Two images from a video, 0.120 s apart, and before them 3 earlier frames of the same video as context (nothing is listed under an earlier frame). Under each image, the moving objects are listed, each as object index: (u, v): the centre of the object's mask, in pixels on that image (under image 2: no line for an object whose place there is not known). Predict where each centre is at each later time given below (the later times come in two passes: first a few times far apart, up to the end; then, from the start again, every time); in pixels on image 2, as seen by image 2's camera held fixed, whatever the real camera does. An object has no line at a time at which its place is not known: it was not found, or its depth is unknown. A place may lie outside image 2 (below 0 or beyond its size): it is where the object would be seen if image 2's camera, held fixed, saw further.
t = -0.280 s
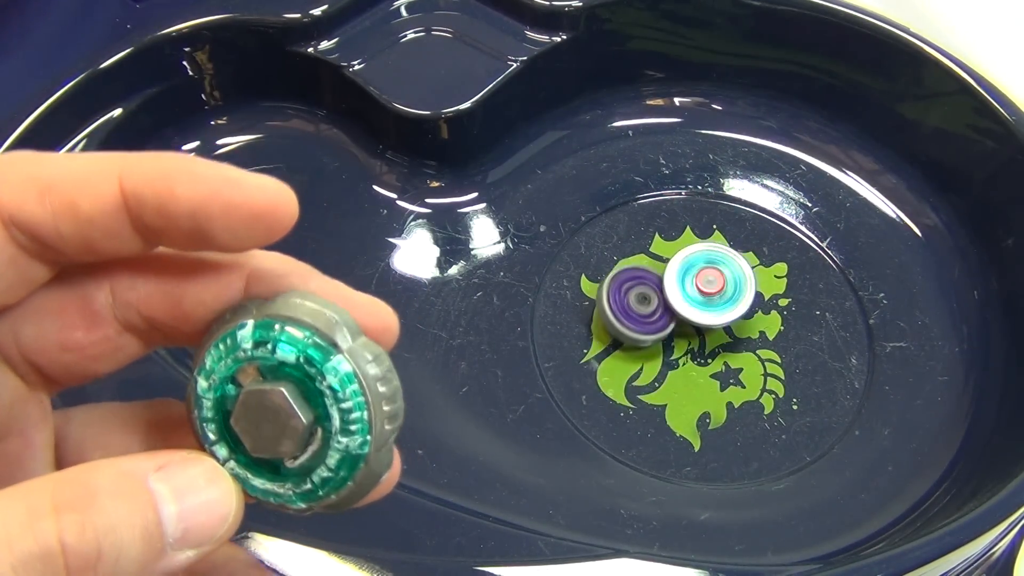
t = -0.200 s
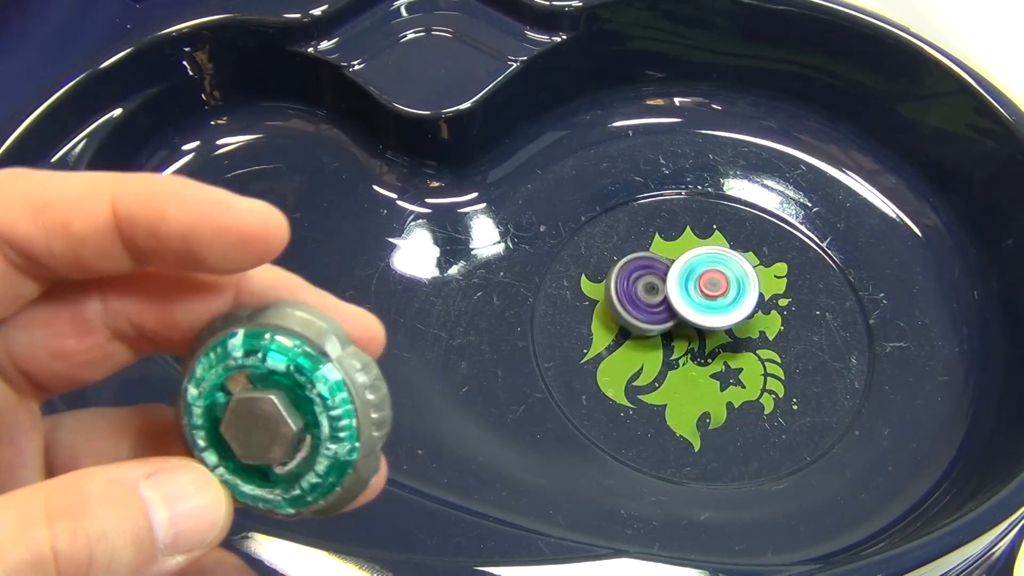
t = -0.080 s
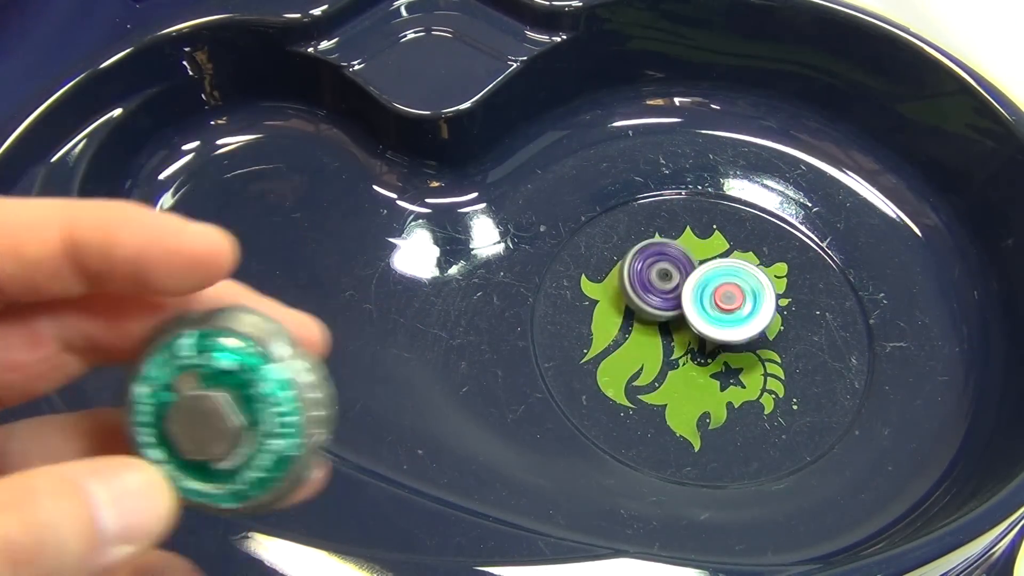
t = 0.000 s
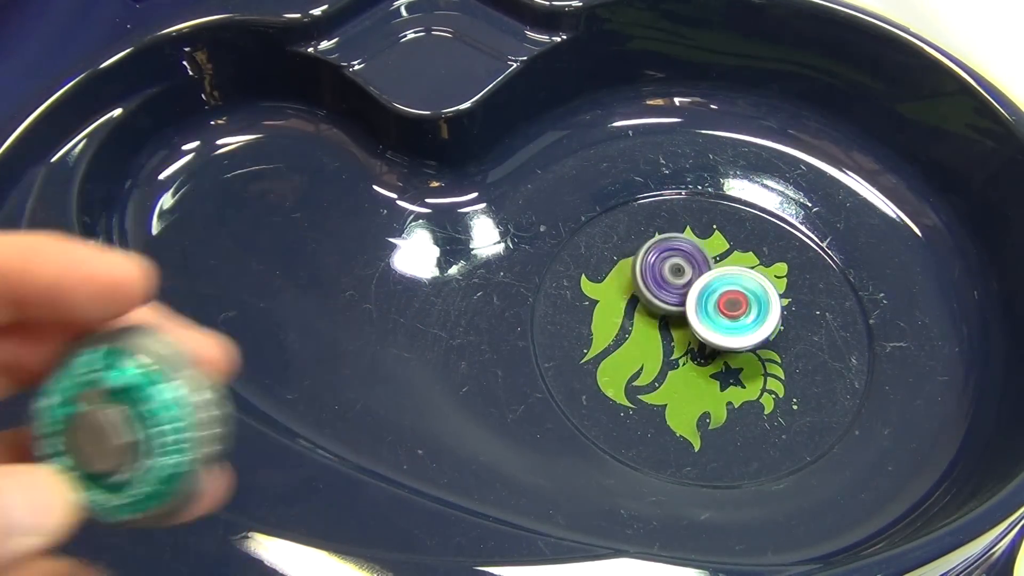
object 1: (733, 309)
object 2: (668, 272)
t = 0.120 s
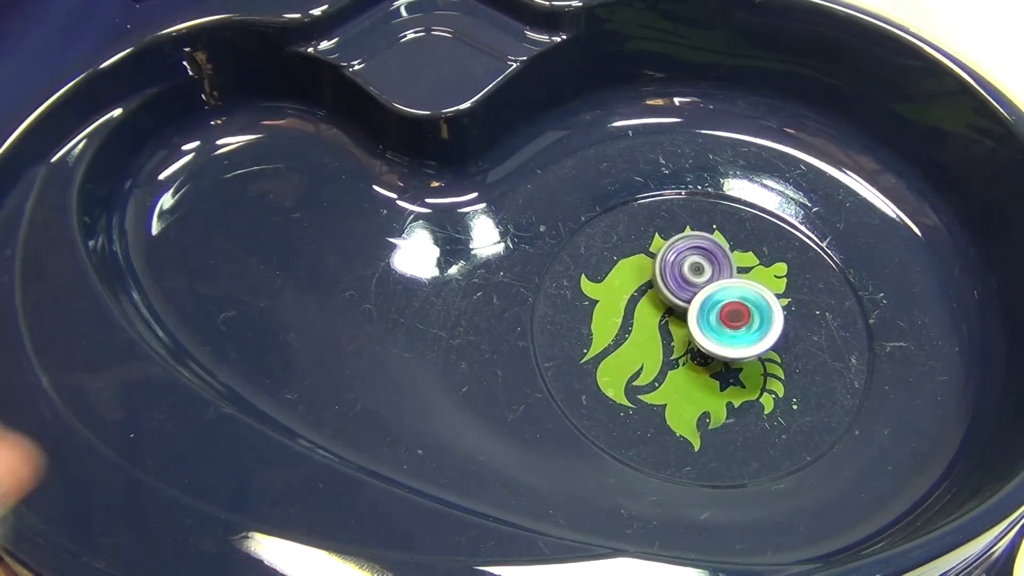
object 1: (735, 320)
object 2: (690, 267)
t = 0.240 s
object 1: (731, 331)
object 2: (714, 270)
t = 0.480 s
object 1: (708, 344)
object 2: (755, 300)
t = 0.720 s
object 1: (680, 333)
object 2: (760, 344)
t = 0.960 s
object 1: (666, 308)
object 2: (732, 373)
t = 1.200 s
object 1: (676, 285)
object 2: (688, 374)
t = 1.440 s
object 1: (701, 280)
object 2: (649, 346)
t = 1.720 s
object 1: (727, 299)
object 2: (638, 297)
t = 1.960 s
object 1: (728, 325)
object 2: (660, 269)
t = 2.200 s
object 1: (708, 341)
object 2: (702, 266)
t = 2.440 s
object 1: (680, 335)
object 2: (741, 292)
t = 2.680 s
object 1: (666, 311)
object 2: (751, 335)
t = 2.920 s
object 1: (675, 288)
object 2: (727, 370)
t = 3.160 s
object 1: (700, 283)
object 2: (684, 376)
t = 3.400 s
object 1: (724, 297)
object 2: (645, 350)
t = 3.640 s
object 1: (730, 322)
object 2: (632, 309)
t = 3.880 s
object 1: (711, 339)
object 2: (652, 276)
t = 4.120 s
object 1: (684, 336)
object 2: (697, 266)
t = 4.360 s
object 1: (668, 313)
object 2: (742, 291)
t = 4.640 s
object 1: (677, 287)
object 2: (758, 342)
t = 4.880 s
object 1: (703, 284)
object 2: (731, 375)
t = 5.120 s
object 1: (724, 301)
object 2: (685, 377)
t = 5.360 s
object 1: (725, 326)
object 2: (644, 346)
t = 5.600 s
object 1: (704, 340)
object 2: (634, 300)
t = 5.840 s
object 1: (678, 332)
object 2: (663, 264)
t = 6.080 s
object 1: (667, 307)
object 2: (715, 264)
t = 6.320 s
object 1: (680, 287)
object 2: (753, 301)
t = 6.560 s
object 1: (705, 287)
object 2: (757, 345)
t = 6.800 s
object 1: (725, 305)
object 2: (723, 378)
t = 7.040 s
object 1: (723, 330)
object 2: (670, 376)
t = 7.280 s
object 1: (711, 337)
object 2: (626, 337)
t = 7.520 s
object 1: (690, 326)
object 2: (620, 288)
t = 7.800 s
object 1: (685, 306)
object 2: (665, 245)
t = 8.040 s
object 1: (698, 301)
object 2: (729, 252)
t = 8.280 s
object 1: (706, 313)
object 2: (776, 302)
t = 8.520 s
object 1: (706, 327)
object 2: (775, 359)
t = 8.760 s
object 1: (687, 325)
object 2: (735, 394)
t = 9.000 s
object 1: (672, 315)
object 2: (675, 384)
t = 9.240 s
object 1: (676, 292)
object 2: (631, 343)
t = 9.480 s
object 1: (714, 283)
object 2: (619, 288)
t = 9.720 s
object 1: (747, 296)
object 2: (654, 265)
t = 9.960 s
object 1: (752, 328)
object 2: (707, 272)
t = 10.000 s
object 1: (749, 334)
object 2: (717, 277)
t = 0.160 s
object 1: (735, 324)
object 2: (699, 268)
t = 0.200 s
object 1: (734, 327)
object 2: (707, 268)
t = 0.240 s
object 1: (731, 331)
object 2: (714, 270)
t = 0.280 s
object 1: (728, 335)
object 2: (723, 273)
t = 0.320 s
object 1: (725, 337)
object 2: (731, 276)
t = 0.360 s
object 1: (721, 340)
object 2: (737, 280)
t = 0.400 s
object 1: (717, 342)
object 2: (744, 286)
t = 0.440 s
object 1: (712, 343)
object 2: (751, 293)
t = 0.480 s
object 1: (708, 344)
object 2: (755, 300)
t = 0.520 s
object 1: (703, 343)
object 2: (759, 307)
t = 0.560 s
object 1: (698, 342)
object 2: (762, 315)
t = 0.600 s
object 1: (694, 341)
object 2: (764, 323)
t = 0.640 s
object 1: (689, 339)
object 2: (764, 331)
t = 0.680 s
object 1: (684, 338)
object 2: (762, 338)
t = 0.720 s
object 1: (680, 333)
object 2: (760, 344)
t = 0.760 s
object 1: (676, 330)
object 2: (757, 351)
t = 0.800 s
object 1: (673, 326)
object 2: (754, 357)
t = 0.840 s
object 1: (670, 322)
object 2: (749, 362)
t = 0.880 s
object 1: (668, 317)
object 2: (743, 366)
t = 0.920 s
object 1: (667, 312)
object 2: (738, 370)
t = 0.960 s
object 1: (666, 308)
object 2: (732, 373)
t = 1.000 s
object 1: (666, 303)
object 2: (725, 376)
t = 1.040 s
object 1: (667, 299)
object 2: (719, 377)
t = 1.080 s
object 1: (668, 294)
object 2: (711, 378)
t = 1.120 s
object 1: (670, 291)
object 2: (703, 377)
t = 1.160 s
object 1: (673, 288)
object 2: (696, 376)
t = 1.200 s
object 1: (676, 285)
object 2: (688, 374)
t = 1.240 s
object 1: (679, 283)
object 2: (681, 371)
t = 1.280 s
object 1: (683, 281)
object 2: (673, 368)
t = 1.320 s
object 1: (687, 280)
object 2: (667, 363)
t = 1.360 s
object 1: (692, 280)
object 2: (660, 358)
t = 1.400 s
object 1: (696, 280)
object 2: (654, 352)
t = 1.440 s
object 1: (701, 280)
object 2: (649, 346)
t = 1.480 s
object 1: (706, 282)
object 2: (645, 340)
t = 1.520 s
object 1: (710, 283)
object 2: (642, 333)
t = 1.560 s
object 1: (714, 285)
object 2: (639, 325)
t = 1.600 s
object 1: (718, 288)
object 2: (637, 318)
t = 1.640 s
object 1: (721, 292)
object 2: (636, 311)
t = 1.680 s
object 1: (724, 295)
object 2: (636, 304)
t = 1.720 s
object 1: (727, 299)
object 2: (638, 297)
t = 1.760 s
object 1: (729, 304)
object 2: (640, 290)
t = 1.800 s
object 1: (730, 308)
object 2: (642, 285)
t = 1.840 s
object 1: (731, 313)
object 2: (646, 280)
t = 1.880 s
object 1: (731, 317)
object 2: (650, 275)
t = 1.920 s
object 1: (730, 321)
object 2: (655, 272)
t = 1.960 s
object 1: (728, 325)
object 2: (660, 269)
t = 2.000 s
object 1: (726, 329)
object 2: (666, 267)
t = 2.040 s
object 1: (724, 332)
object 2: (673, 265)
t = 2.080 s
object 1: (720, 335)
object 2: (680, 264)
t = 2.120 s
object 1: (716, 338)
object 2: (687, 264)
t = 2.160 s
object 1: (712, 340)
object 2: (695, 265)
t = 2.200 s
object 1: (708, 341)
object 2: (702, 266)
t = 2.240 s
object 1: (703, 342)
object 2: (710, 268)
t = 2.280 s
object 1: (699, 341)
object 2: (717, 271)
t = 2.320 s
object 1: (694, 341)
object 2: (724, 275)
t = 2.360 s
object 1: (689, 339)
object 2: (730, 280)
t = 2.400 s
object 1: (685, 337)
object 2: (736, 285)
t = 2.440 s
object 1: (680, 335)
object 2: (741, 292)
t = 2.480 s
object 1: (676, 331)
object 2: (746, 299)
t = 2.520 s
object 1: (673, 328)
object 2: (749, 307)
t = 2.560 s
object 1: (671, 323)
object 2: (751, 314)
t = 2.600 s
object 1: (668, 320)
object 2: (752, 322)
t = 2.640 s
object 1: (667, 315)
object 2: (752, 328)
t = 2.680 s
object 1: (666, 311)
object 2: (751, 335)
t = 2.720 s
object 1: (666, 307)
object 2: (749, 342)
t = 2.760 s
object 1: (666, 302)
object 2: (746, 349)
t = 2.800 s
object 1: (668, 298)
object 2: (742, 356)
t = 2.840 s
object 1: (669, 295)
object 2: (738, 362)
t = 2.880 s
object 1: (672, 291)
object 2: (733, 366)
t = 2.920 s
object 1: (675, 288)
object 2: (727, 370)
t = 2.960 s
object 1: (678, 286)
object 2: (721, 373)
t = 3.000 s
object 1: (682, 284)
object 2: (714, 376)
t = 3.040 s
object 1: (686, 283)
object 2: (706, 377)
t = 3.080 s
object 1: (691, 282)
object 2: (699, 378)
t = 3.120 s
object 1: (695, 282)
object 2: (691, 377)
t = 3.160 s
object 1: (700, 283)
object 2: (684, 376)
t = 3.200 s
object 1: (705, 284)
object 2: (676, 374)
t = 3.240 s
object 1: (710, 286)
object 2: (669, 371)
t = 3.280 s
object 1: (714, 288)
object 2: (663, 367)
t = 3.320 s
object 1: (718, 291)
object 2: (656, 362)
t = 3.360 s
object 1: (721, 294)
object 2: (650, 356)
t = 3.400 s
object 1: (724, 297)
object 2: (645, 350)
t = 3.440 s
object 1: (727, 301)
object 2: (641, 344)
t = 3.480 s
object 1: (728, 305)
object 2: (637, 337)
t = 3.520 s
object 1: (730, 309)
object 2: (634, 330)
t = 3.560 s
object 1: (731, 314)
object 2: (632, 323)
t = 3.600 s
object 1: (731, 318)
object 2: (631, 316)
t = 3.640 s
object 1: (730, 322)
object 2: (632, 309)
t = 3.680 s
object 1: (728, 326)
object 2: (633, 301)
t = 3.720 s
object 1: (726, 330)
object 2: (635, 294)
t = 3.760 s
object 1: (723, 333)
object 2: (638, 289)
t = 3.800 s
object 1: (720, 335)
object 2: (642, 284)
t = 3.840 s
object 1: (716, 338)
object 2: (647, 280)
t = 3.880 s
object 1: (711, 339)
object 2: (652, 276)
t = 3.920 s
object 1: (707, 340)
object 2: (658, 273)
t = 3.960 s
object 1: (703, 341)
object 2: (664, 270)
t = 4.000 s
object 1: (698, 341)
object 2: (672, 268)
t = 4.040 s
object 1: (693, 340)
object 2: (680, 266)
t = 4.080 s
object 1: (688, 338)
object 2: (688, 266)
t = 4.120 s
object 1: (684, 336)
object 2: (697, 266)
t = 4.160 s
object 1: (680, 333)
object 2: (706, 268)
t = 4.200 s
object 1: (676, 330)
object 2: (715, 271)
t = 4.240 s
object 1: (673, 326)
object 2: (723, 275)
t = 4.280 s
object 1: (671, 322)
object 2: (730, 280)
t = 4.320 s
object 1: (669, 317)
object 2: (736, 285)
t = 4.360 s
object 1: (668, 313)
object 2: (742, 291)
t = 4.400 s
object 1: (667, 308)
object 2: (747, 300)
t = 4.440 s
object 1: (667, 304)
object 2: (752, 306)
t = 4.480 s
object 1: (668, 300)
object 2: (755, 314)
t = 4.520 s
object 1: (670, 296)
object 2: (757, 321)
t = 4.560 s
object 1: (672, 292)
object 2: (758, 328)
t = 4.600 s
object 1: (675, 289)
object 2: (759, 335)
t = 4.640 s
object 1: (677, 287)
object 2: (758, 342)
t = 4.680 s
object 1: (681, 285)
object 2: (756, 349)
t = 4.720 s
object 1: (685, 284)
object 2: (752, 357)
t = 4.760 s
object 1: (689, 283)
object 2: (748, 362)
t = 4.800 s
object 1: (694, 283)
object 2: (744, 367)
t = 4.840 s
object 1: (698, 283)
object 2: (738, 371)
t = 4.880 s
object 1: (703, 284)
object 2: (731, 375)
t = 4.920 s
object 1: (707, 286)
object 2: (725, 377)
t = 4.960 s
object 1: (711, 288)
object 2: (718, 379)
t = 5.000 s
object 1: (715, 290)
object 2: (709, 380)
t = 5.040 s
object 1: (718, 293)
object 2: (701, 380)
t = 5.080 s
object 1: (721, 297)
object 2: (693, 379)
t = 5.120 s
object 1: (724, 301)
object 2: (685, 377)
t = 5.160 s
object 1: (725, 305)
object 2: (677, 374)
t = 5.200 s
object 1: (727, 309)
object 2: (669, 370)
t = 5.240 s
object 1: (728, 313)
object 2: (662, 365)
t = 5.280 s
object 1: (728, 318)
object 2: (655, 359)
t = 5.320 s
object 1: (727, 322)
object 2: (649, 352)
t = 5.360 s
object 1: (725, 326)
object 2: (644, 346)
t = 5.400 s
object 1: (723, 330)
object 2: (640, 339)
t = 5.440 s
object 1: (720, 333)
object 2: (636, 332)
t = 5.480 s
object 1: (717, 336)
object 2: (634, 324)
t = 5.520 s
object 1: (713, 338)
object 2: (633, 316)
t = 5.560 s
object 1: (709, 339)
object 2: (633, 308)
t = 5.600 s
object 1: (704, 340)
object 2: (634, 300)
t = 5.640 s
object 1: (700, 340)
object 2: (636, 293)
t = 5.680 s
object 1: (695, 340)
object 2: (640, 286)
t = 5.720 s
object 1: (690, 339)
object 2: (644, 279)
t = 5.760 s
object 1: (686, 337)
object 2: (650, 273)
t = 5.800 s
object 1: (681, 335)
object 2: (656, 268)
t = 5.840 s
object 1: (678, 332)
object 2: (663, 264)
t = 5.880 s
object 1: (675, 329)
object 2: (671, 261)
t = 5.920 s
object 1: (672, 325)
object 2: (679, 259)
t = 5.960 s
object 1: (670, 321)
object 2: (689, 259)
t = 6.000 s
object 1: (668, 316)
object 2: (698, 259)
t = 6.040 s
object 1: (667, 312)
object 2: (707, 260)
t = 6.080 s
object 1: (667, 307)
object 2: (715, 264)
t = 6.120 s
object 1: (668, 303)
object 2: (724, 268)
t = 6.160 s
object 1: (669, 299)
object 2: (732, 273)
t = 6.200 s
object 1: (671, 295)
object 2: (739, 279)
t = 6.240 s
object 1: (674, 292)
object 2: (744, 285)
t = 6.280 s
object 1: (676, 290)
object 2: (749, 291)
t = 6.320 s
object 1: (680, 287)
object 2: (753, 301)
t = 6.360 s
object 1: (684, 286)
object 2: (757, 308)
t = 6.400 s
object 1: (688, 285)
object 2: (760, 315)
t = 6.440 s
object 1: (692, 284)
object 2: (760, 323)
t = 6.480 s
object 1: (697, 285)
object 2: (760, 331)
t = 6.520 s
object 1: (701, 285)
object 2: (759, 338)
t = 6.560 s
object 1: (705, 287)
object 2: (757, 345)
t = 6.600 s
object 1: (709, 288)
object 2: (753, 352)
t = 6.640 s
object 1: (713, 291)
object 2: (749, 360)
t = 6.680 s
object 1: (717, 294)
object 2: (744, 366)
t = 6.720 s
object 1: (720, 297)
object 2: (738, 370)
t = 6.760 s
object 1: (723, 301)
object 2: (731, 375)
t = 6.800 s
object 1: (725, 305)
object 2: (723, 378)
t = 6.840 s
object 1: (726, 310)
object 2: (716, 380)
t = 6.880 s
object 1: (727, 314)
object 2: (706, 381)
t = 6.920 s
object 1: (727, 318)
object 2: (698, 381)
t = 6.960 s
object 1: (727, 322)
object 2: (688, 381)
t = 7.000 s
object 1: (725, 326)
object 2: (679, 379)
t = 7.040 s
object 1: (723, 330)
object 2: (670, 376)
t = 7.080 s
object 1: (724, 332)
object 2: (660, 371)
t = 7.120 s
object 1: (723, 334)
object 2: (651, 365)
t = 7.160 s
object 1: (721, 336)
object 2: (644, 359)
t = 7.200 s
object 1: (718, 337)
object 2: (638, 352)
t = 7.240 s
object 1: (714, 337)
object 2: (631, 346)
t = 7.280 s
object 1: (711, 337)
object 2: (626, 337)
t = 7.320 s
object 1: (707, 337)
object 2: (622, 329)
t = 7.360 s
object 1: (703, 336)
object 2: (620, 321)
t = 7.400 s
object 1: (699, 334)
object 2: (618, 313)
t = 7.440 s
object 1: (696, 332)
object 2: (618, 304)
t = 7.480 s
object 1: (693, 329)
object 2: (618, 296)
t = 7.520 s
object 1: (690, 326)
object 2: (620, 288)
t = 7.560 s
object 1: (687, 323)
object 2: (623, 281)
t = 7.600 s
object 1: (685, 319)
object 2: (627, 274)
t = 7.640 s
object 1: (684, 315)
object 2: (632, 267)
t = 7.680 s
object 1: (683, 311)
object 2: (638, 261)
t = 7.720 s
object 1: (683, 307)
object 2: (645, 255)
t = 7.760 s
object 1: (684, 304)
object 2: (653, 251)
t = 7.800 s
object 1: (685, 306)
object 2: (665, 245)
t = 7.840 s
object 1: (685, 306)
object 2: (674, 244)
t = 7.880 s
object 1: (686, 304)
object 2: (686, 243)
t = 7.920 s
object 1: (689, 303)
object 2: (696, 243)
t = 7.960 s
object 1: (692, 302)
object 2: (707, 245)
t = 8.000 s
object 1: (695, 301)
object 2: (717, 248)
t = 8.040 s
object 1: (698, 301)
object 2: (729, 252)
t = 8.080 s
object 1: (699, 304)
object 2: (740, 259)
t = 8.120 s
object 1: (701, 305)
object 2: (749, 265)
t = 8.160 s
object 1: (704, 306)
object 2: (757, 273)
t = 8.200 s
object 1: (706, 307)
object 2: (764, 281)
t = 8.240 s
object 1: (708, 309)
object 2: (772, 293)
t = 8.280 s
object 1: (706, 313)
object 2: (776, 302)
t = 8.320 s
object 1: (706, 315)
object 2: (780, 312)
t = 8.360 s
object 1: (707, 317)
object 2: (782, 321)
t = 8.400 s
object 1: (707, 320)
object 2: (781, 332)
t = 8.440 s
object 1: (707, 322)
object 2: (781, 341)
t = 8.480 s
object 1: (707, 325)
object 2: (779, 350)
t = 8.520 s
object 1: (706, 327)
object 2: (775, 359)
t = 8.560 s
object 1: (705, 329)
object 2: (771, 367)
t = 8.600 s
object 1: (703, 330)
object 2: (764, 373)
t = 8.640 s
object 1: (699, 330)
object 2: (758, 381)
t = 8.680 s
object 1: (692, 326)
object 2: (752, 387)
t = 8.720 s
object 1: (690, 325)
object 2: (745, 391)
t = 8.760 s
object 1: (687, 325)
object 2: (735, 394)
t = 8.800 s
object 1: (683, 324)
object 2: (726, 396)
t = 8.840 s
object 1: (680, 323)
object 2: (715, 396)
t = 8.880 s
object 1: (678, 321)
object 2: (705, 394)
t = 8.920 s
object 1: (676, 319)
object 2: (696, 392)
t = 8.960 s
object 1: (674, 317)
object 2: (684, 389)
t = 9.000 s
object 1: (672, 315)
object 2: (675, 384)
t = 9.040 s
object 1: (672, 311)
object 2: (665, 379)
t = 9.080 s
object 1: (672, 304)
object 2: (655, 374)
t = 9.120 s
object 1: (673, 301)
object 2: (648, 367)
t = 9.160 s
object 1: (674, 297)
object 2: (642, 360)
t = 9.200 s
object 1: (675, 294)
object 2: (636, 351)
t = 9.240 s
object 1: (676, 292)
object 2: (631, 343)
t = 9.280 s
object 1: (679, 289)
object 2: (627, 334)
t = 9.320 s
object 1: (683, 286)
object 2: (625, 325)
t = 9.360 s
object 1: (687, 285)
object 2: (623, 315)
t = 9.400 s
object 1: (691, 284)
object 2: (624, 305)
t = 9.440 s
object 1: (703, 283)
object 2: (622, 296)
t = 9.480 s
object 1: (714, 283)
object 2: (619, 288)
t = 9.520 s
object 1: (722, 284)
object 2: (621, 282)
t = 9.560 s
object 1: (728, 285)
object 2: (626, 276)
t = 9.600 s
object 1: (733, 287)
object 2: (631, 272)
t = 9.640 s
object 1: (738, 289)
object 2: (638, 269)
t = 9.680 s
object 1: (743, 292)
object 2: (646, 266)
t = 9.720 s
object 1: (747, 296)
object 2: (654, 265)
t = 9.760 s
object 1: (750, 300)
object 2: (663, 264)
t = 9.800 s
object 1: (752, 304)
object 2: (671, 265)
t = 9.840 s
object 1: (753, 308)
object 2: (680, 266)
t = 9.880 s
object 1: (754, 313)
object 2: (688, 268)
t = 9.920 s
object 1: (753, 320)
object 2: (697, 269)
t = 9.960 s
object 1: (752, 328)
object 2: (707, 272)
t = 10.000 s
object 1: (749, 334)
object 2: (717, 277)
